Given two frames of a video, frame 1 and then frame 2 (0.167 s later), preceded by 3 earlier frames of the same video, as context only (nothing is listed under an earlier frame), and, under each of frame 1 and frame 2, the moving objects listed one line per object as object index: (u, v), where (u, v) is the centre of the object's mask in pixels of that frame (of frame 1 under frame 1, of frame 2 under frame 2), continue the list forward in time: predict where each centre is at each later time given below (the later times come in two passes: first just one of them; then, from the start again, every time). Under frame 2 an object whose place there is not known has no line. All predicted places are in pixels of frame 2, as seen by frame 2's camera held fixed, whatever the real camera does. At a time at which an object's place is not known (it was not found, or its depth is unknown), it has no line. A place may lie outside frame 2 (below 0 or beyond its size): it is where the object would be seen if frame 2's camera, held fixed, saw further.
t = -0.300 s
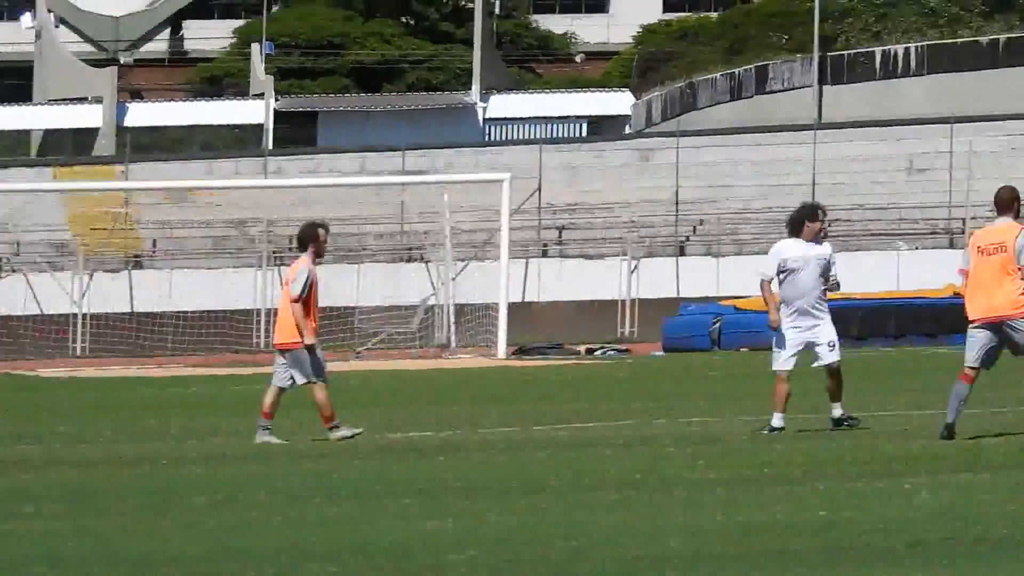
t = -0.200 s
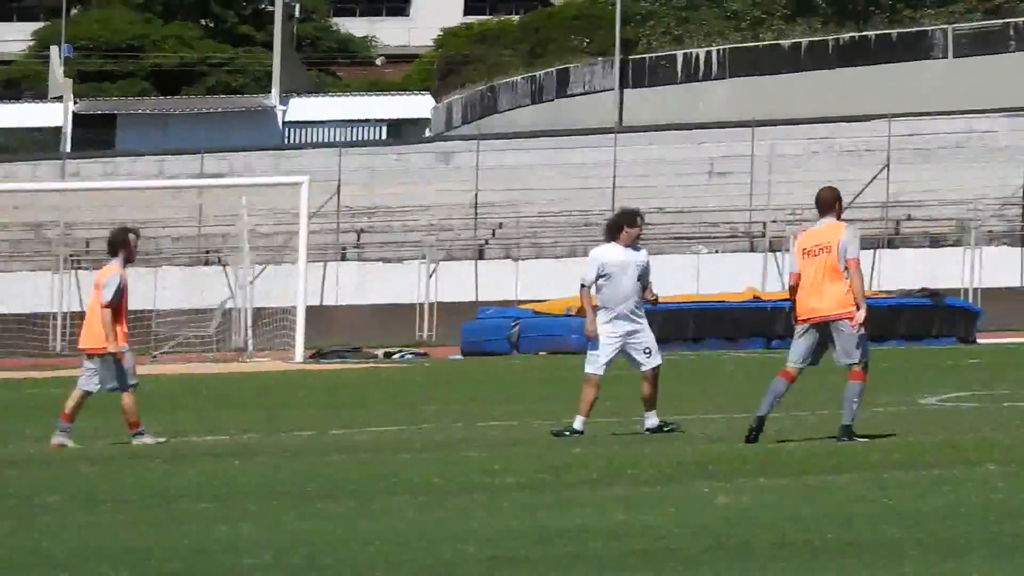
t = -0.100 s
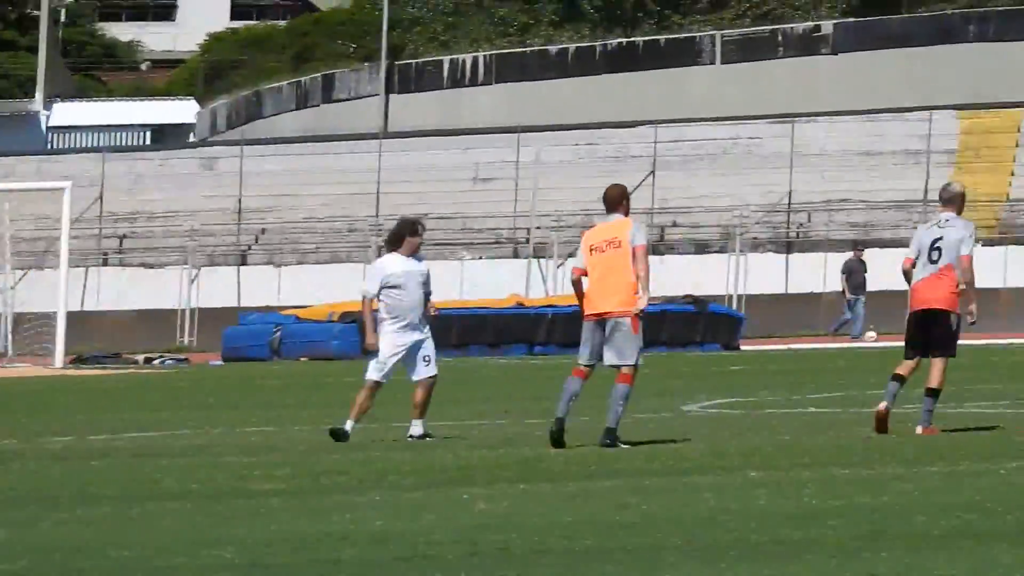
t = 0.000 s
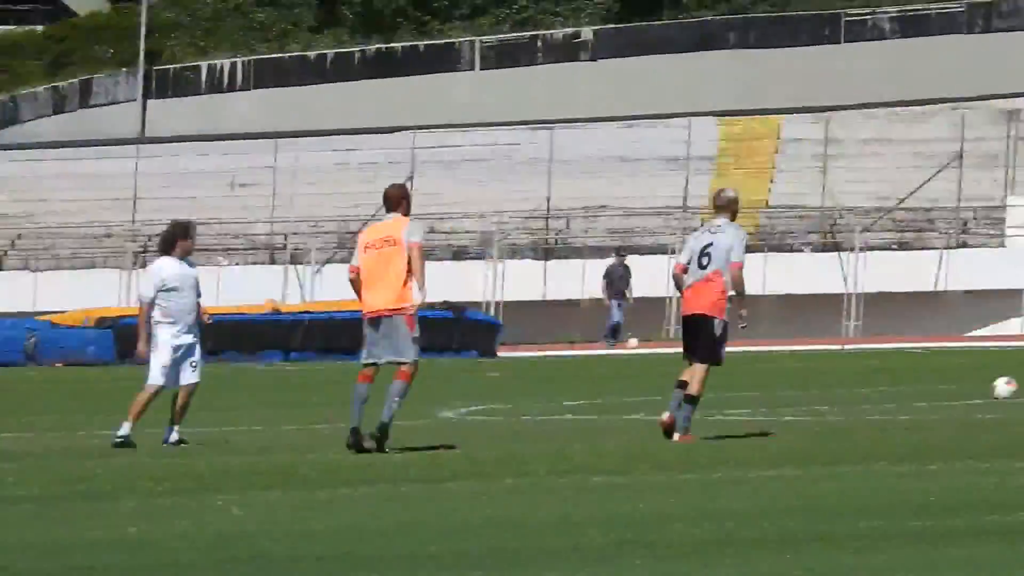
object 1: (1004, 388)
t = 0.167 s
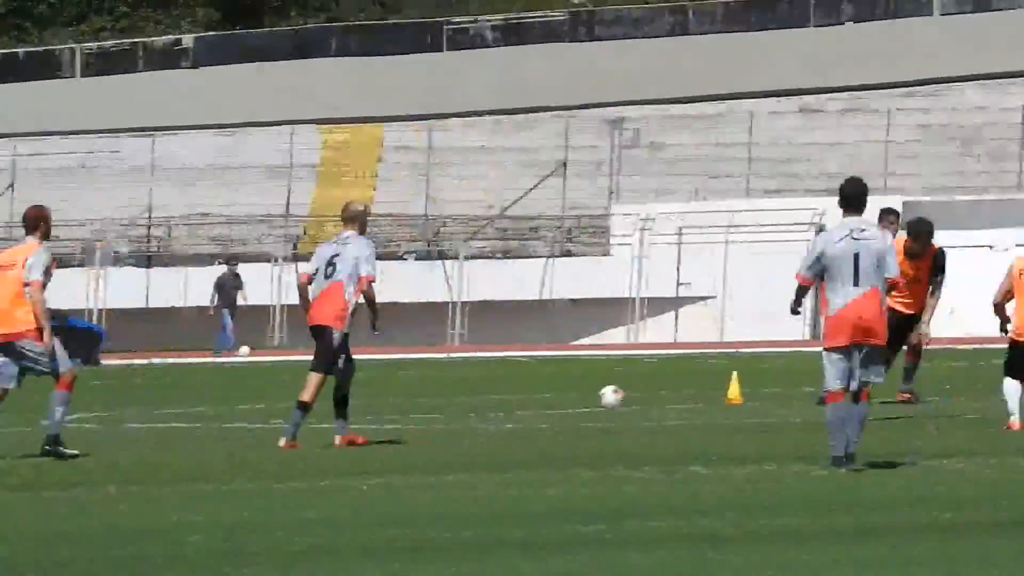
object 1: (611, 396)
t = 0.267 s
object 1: (605, 400)
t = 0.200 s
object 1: (611, 397)
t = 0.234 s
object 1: (608, 398)
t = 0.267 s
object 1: (605, 400)
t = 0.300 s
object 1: (604, 398)
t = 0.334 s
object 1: (603, 397)
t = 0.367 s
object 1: (601, 396)
